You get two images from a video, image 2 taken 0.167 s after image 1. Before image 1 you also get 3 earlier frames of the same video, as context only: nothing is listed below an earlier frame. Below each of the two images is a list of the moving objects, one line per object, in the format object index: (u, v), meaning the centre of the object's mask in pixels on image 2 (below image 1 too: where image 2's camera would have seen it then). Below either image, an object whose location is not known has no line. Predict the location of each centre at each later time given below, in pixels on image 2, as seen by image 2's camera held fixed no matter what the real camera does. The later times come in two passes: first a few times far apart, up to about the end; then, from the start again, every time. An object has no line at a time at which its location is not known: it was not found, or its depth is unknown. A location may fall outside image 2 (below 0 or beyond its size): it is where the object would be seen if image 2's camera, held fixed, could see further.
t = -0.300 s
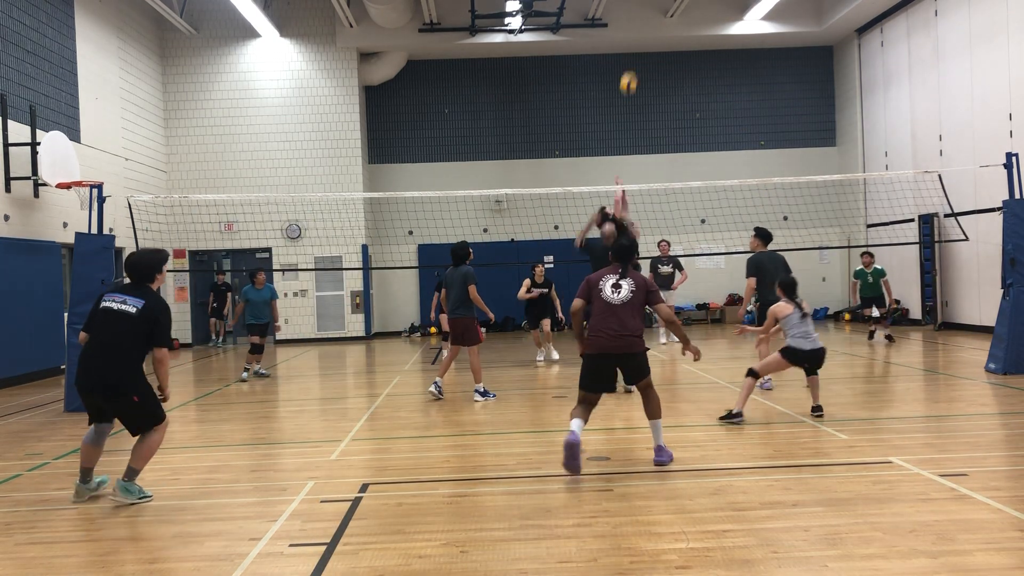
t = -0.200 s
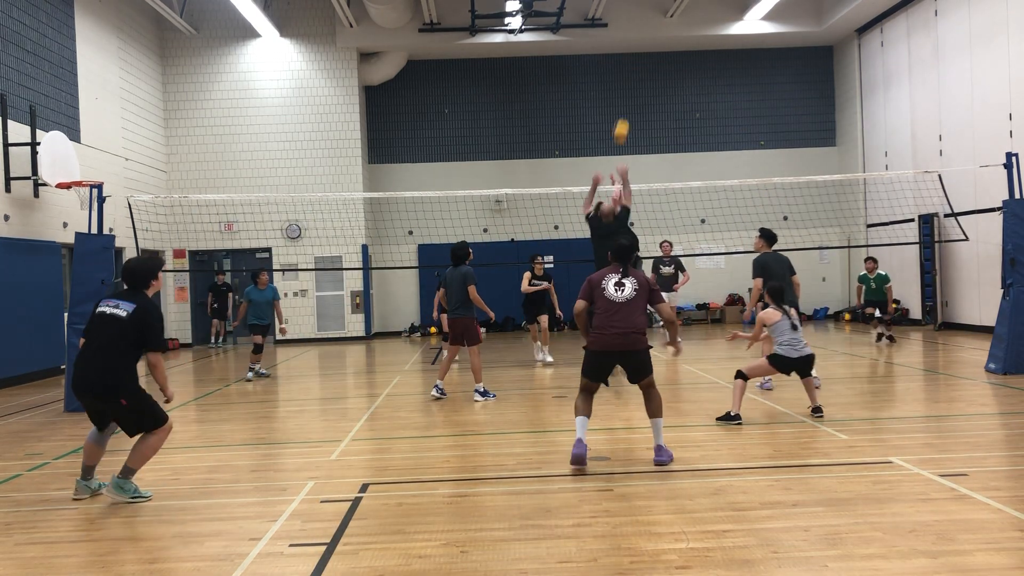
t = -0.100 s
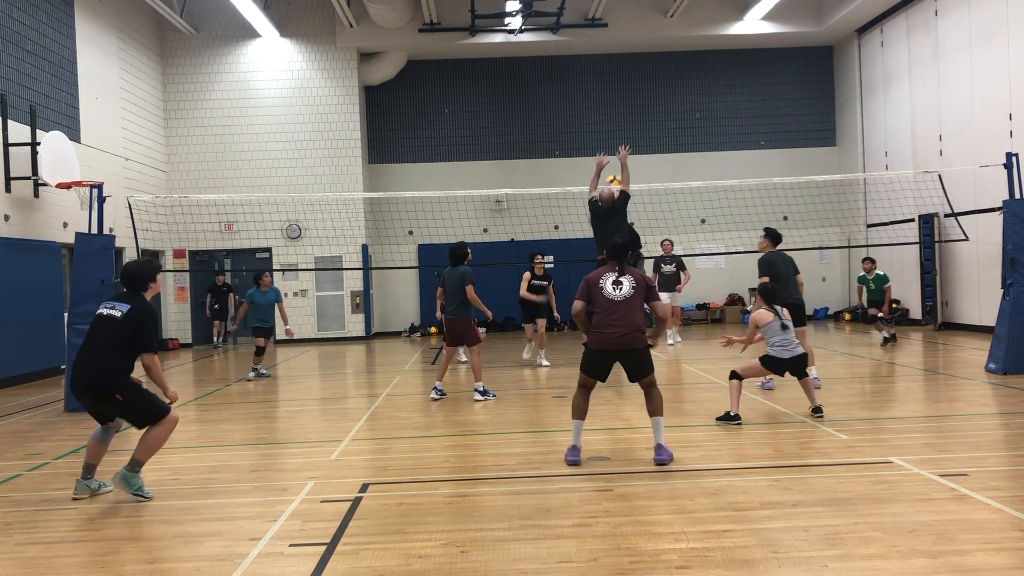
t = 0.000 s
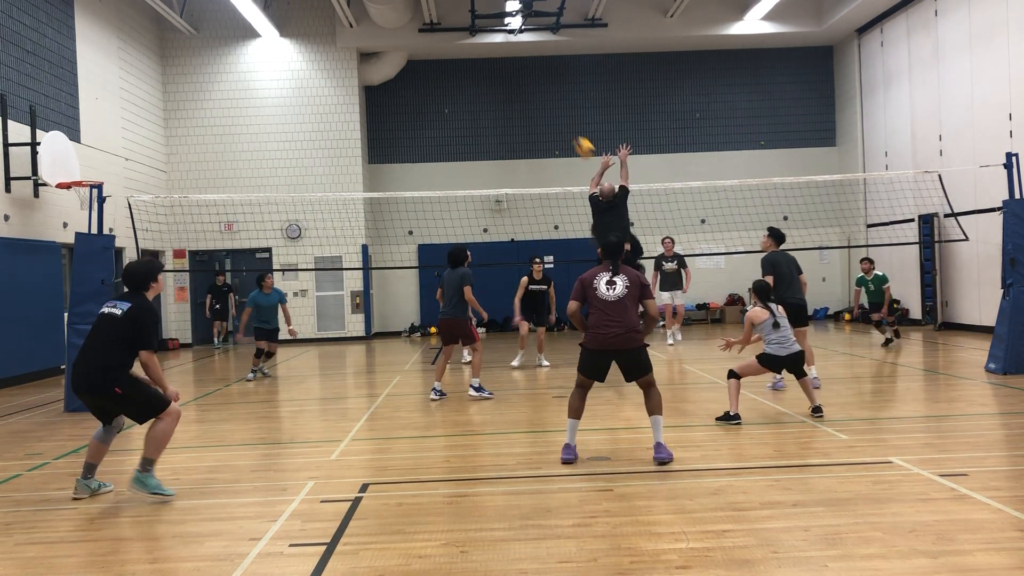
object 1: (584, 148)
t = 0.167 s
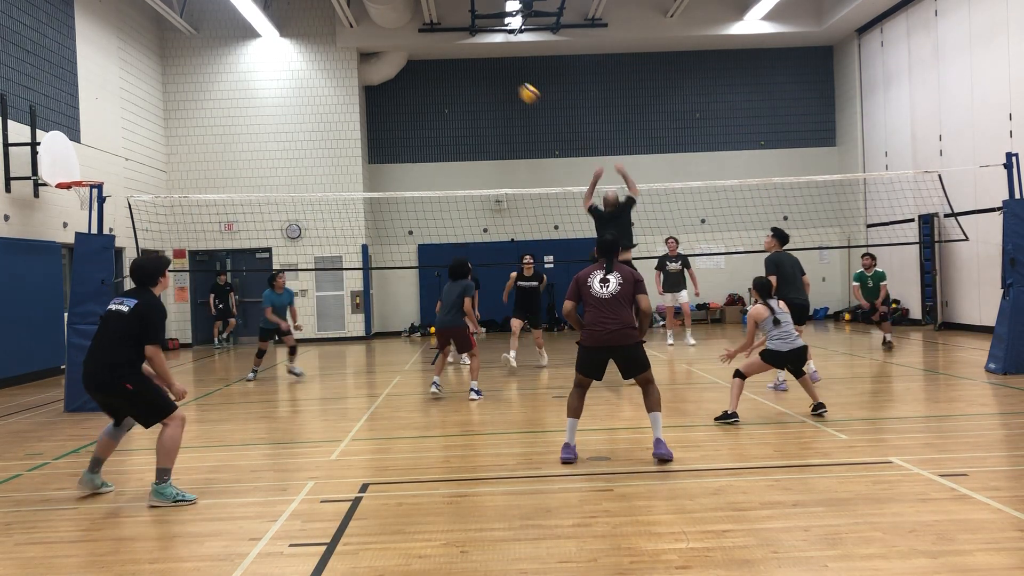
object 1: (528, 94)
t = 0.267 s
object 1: (495, 72)
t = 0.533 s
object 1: (413, 51)
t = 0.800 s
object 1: (333, 86)
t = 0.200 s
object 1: (517, 85)
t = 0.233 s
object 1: (506, 77)
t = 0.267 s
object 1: (495, 72)
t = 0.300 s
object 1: (485, 66)
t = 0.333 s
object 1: (474, 61)
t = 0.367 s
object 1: (464, 57)
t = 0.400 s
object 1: (454, 54)
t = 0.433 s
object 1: (444, 52)
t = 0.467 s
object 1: (433, 51)
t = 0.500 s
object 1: (423, 51)
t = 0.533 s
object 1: (413, 51)
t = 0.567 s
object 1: (402, 52)
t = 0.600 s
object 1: (393, 55)
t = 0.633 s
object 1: (383, 58)
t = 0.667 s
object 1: (372, 62)
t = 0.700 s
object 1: (363, 66)
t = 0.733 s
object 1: (353, 72)
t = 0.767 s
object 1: (343, 78)
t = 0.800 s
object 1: (333, 86)
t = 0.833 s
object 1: (324, 95)
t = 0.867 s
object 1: (315, 104)
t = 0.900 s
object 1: (306, 114)
